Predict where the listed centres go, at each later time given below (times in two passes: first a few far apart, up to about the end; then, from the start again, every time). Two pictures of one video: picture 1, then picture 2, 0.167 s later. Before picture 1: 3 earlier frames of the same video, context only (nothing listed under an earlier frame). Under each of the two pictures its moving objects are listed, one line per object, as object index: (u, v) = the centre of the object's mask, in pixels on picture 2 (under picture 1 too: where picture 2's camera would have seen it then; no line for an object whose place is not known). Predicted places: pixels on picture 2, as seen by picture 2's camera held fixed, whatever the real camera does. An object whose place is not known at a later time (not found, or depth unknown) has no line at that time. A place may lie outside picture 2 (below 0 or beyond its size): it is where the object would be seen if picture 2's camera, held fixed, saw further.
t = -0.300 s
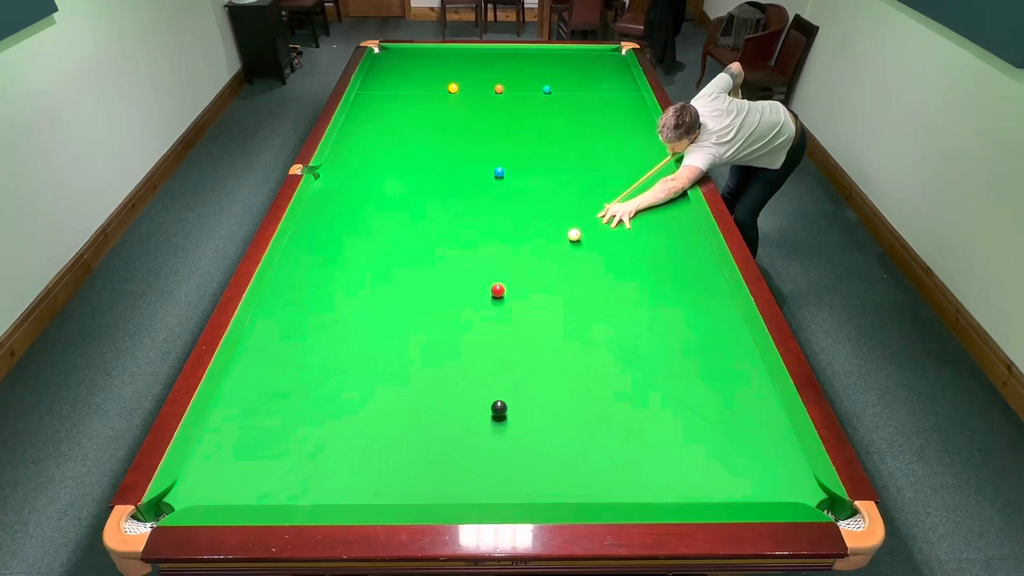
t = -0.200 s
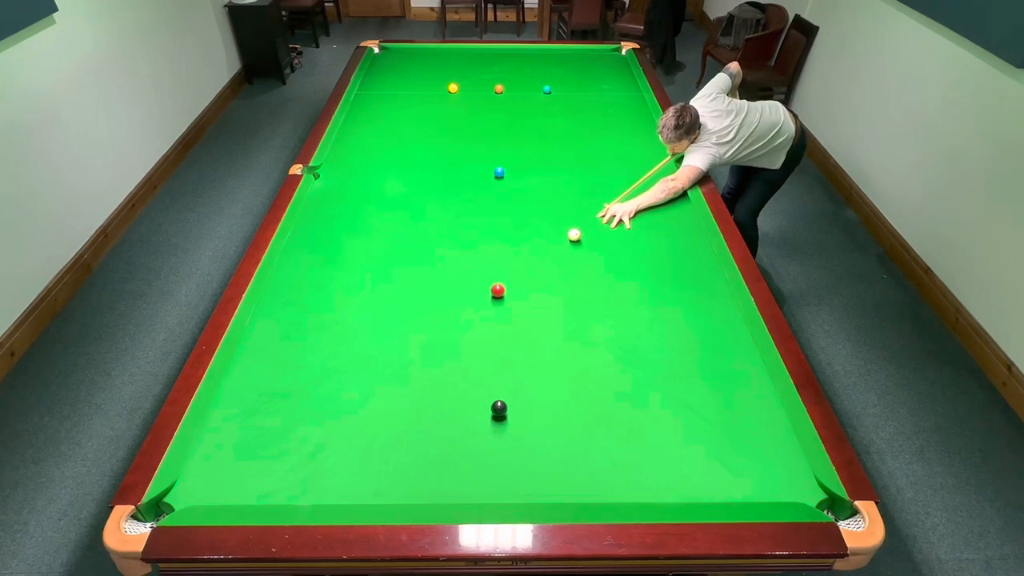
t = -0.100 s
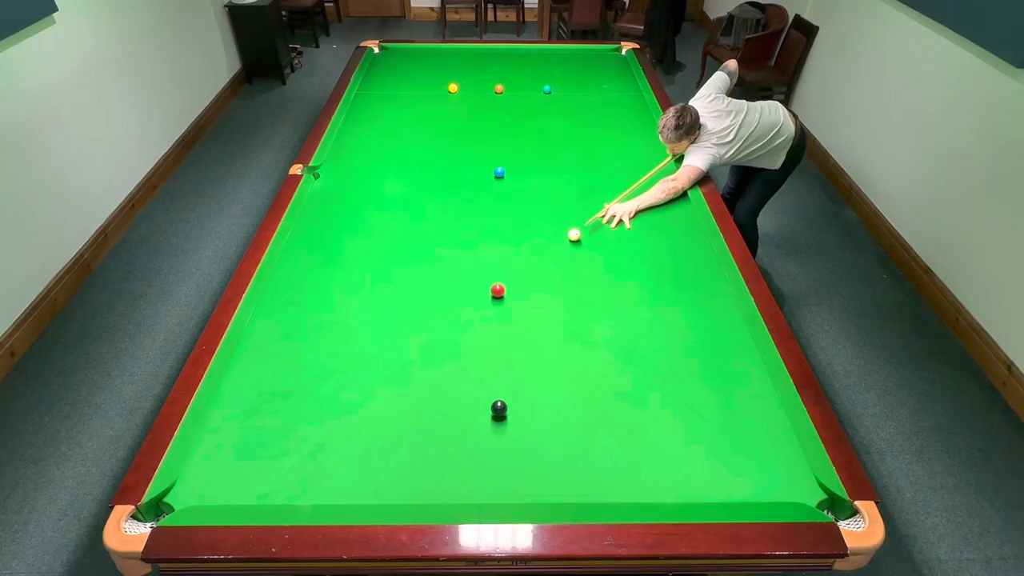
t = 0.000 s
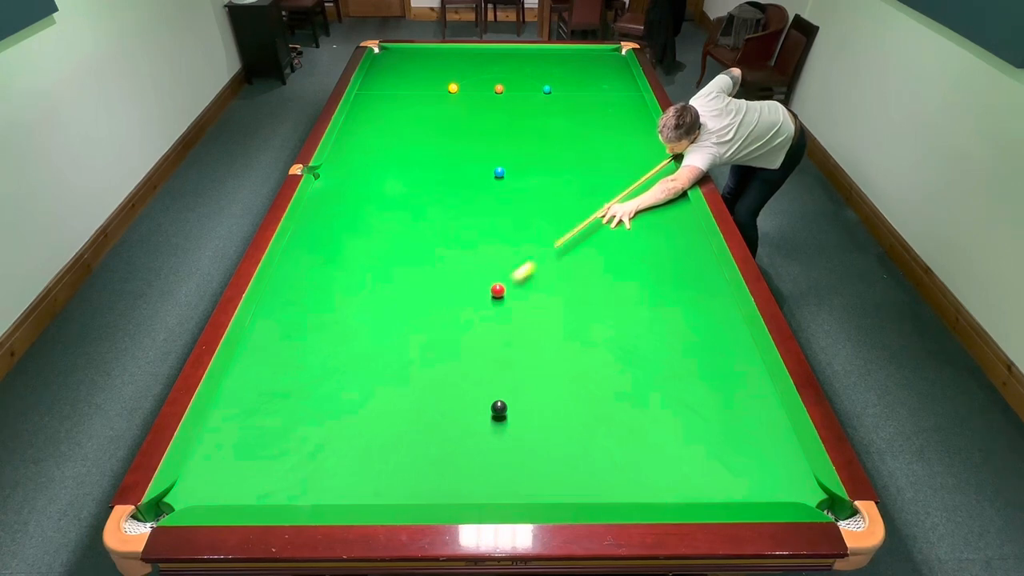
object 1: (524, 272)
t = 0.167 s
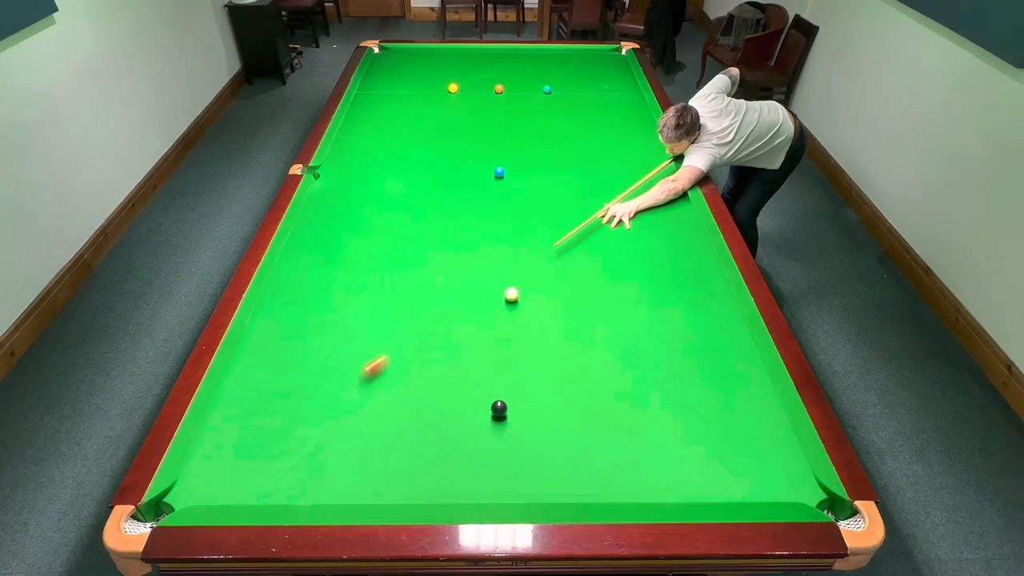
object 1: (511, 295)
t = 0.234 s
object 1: (511, 301)
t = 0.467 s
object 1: (497, 331)
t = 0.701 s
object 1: (463, 377)
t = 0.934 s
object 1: (422, 432)
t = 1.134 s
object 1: (380, 487)
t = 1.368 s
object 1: (354, 459)
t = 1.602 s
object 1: (333, 427)
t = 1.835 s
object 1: (313, 399)
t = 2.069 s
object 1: (297, 373)
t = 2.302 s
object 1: (282, 351)
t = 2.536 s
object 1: (268, 331)
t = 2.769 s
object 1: (264, 314)
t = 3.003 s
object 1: (280, 300)
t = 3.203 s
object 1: (292, 289)
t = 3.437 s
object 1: (305, 278)
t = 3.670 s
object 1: (316, 268)
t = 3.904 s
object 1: (327, 259)
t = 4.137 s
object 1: (336, 250)
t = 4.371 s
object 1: (344, 243)
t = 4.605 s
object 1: (351, 237)
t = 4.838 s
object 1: (358, 231)
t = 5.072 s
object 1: (363, 226)
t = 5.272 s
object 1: (368, 222)
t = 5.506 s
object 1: (372, 219)
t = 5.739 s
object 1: (376, 215)
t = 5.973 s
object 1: (378, 213)
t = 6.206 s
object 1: (381, 210)
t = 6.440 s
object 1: (382, 209)
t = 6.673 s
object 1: (383, 208)
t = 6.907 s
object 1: (384, 207)
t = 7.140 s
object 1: (384, 207)
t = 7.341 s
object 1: (384, 207)
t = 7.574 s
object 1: (384, 207)
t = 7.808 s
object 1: (384, 207)
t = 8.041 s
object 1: (384, 207)
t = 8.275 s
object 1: (384, 207)
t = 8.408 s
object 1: (384, 207)
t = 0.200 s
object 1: (511, 298)
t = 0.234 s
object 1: (511, 301)
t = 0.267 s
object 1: (510, 305)
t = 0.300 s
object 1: (509, 308)
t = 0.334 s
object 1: (507, 313)
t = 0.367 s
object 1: (505, 317)
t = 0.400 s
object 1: (503, 321)
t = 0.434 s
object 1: (500, 326)
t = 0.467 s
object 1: (497, 331)
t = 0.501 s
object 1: (493, 337)
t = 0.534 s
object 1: (489, 343)
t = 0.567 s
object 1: (484, 349)
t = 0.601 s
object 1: (479, 356)
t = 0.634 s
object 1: (474, 363)
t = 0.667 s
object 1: (468, 370)
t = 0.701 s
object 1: (463, 377)
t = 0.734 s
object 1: (458, 384)
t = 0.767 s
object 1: (452, 392)
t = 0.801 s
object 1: (446, 399)
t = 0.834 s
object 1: (440, 407)
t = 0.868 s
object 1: (434, 415)
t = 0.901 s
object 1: (428, 424)
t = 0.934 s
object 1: (422, 432)
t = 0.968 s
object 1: (415, 441)
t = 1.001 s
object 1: (409, 450)
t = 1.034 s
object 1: (402, 459)
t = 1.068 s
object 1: (395, 468)
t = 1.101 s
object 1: (388, 478)
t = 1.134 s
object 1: (380, 487)
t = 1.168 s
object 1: (374, 494)
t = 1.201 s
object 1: (369, 492)
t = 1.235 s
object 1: (366, 484)
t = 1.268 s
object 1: (363, 477)
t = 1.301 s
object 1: (360, 470)
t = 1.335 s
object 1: (357, 464)
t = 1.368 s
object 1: (354, 459)
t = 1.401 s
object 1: (350, 454)
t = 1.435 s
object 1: (347, 449)
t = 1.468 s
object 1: (344, 445)
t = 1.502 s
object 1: (341, 440)
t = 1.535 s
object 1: (338, 435)
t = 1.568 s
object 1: (335, 431)
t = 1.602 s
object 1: (333, 427)
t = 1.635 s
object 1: (330, 423)
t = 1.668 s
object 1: (327, 419)
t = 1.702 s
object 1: (324, 414)
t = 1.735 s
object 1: (322, 410)
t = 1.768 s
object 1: (319, 406)
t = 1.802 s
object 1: (316, 402)
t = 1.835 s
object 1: (313, 399)
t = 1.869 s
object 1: (311, 395)
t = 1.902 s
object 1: (309, 391)
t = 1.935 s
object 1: (306, 387)
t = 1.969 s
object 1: (304, 384)
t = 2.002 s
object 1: (302, 380)
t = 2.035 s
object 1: (299, 377)
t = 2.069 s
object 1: (297, 373)
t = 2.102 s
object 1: (295, 370)
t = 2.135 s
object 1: (293, 367)
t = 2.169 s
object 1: (290, 363)
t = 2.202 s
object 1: (288, 360)
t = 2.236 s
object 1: (286, 357)
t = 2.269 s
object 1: (284, 354)
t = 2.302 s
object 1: (282, 351)
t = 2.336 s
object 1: (280, 348)
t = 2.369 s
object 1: (278, 345)
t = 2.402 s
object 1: (276, 342)
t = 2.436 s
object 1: (274, 339)
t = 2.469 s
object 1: (272, 337)
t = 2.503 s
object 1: (270, 334)
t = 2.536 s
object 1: (268, 331)
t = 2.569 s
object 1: (267, 329)
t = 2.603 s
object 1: (265, 326)
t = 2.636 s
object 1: (263, 323)
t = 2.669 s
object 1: (261, 321)
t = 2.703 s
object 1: (260, 318)
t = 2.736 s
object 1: (261, 316)
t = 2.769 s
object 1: (264, 314)
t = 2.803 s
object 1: (266, 312)
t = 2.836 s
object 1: (269, 310)
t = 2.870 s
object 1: (271, 308)
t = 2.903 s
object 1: (274, 306)
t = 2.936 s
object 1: (276, 304)
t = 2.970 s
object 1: (278, 302)
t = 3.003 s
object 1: (280, 300)
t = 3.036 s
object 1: (282, 298)
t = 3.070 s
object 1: (284, 296)
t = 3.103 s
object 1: (286, 295)
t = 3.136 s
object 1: (288, 293)
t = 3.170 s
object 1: (290, 291)
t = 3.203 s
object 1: (292, 289)
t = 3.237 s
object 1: (294, 288)
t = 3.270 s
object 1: (296, 286)
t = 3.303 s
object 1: (298, 284)
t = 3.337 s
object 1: (300, 283)
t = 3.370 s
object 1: (301, 281)
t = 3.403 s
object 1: (303, 280)
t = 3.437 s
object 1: (305, 278)
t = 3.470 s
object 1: (307, 277)
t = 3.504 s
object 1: (309, 275)
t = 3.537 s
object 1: (310, 274)
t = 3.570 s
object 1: (312, 272)
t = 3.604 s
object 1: (314, 271)
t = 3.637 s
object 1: (315, 269)
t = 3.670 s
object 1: (316, 268)
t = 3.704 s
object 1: (318, 266)
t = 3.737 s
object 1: (320, 265)
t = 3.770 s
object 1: (321, 264)
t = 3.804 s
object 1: (323, 263)
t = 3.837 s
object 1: (324, 261)
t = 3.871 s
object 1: (326, 260)
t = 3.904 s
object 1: (327, 259)
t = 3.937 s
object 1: (328, 257)
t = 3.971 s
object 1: (330, 256)
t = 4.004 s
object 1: (331, 255)
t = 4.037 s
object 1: (332, 254)
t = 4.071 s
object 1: (333, 253)
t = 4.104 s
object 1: (335, 252)
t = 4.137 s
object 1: (336, 250)
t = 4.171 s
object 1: (337, 249)
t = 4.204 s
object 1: (338, 248)
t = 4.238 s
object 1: (339, 248)
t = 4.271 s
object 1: (341, 246)
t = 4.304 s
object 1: (342, 245)
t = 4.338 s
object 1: (343, 244)
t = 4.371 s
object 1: (344, 243)
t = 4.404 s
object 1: (345, 242)
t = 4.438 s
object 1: (346, 241)
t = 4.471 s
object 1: (347, 240)
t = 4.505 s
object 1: (348, 239)
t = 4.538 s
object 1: (349, 239)
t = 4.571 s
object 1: (350, 238)
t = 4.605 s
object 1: (351, 237)
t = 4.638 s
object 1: (352, 236)
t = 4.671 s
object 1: (353, 235)
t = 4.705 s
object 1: (354, 234)
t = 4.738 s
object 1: (355, 233)
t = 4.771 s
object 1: (356, 233)
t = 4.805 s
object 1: (357, 232)
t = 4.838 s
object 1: (358, 231)
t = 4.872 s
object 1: (358, 230)
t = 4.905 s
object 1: (359, 230)
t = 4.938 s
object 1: (360, 229)
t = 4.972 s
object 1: (361, 228)
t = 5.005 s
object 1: (362, 228)
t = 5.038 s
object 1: (363, 227)
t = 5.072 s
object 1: (363, 226)
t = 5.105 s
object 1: (364, 226)
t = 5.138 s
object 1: (365, 225)
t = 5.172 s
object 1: (366, 224)
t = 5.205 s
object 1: (366, 224)
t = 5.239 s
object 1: (367, 223)
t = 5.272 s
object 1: (368, 222)
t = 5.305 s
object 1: (368, 222)
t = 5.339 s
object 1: (369, 221)
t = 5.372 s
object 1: (369, 221)
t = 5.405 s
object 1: (370, 220)
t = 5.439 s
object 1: (371, 220)
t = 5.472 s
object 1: (371, 219)
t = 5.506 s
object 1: (372, 219)
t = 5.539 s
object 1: (372, 218)
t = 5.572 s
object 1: (373, 218)
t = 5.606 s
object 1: (374, 217)
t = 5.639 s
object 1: (374, 217)
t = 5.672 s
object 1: (375, 216)
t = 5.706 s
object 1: (375, 216)
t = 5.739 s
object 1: (376, 215)
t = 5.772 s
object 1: (376, 215)
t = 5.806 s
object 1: (376, 215)
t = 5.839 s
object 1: (377, 214)
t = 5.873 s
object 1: (377, 214)
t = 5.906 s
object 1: (378, 214)
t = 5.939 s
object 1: (378, 213)
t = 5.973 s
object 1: (378, 213)
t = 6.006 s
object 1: (379, 212)
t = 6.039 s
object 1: (379, 212)
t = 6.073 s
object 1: (379, 212)
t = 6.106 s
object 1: (380, 211)
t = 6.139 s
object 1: (380, 211)
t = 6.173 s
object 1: (380, 211)
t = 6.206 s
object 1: (381, 210)
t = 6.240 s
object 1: (381, 210)
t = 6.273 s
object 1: (381, 210)
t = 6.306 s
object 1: (381, 210)
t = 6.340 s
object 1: (382, 210)
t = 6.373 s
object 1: (382, 209)
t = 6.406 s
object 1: (382, 209)
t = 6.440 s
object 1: (382, 209)
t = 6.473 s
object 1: (382, 209)
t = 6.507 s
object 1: (382, 209)
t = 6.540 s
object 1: (383, 208)
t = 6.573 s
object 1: (383, 208)
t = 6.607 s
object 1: (383, 208)
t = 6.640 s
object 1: (383, 208)
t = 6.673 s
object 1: (383, 208)
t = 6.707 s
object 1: (383, 208)
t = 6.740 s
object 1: (383, 208)
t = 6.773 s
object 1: (384, 207)
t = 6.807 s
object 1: (384, 207)
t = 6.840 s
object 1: (384, 207)
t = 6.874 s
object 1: (384, 207)
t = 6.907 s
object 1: (384, 207)
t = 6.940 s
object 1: (384, 207)
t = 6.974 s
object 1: (384, 207)
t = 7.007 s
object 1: (384, 207)
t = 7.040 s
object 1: (384, 207)
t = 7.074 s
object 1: (384, 207)
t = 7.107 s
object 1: (384, 207)
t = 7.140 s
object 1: (384, 207)
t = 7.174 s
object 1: (384, 207)
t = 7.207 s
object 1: (384, 207)
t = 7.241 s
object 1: (384, 207)
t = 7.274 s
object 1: (384, 207)
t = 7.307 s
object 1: (384, 207)
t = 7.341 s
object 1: (384, 207)
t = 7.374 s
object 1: (384, 207)
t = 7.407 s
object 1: (384, 207)
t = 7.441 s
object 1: (384, 207)
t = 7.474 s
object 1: (384, 207)
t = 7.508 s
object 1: (384, 207)
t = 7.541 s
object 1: (384, 207)
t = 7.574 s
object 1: (384, 207)
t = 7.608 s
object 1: (384, 207)
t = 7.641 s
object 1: (384, 207)
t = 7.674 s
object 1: (384, 207)
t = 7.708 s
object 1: (384, 207)
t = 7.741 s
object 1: (384, 207)
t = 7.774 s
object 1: (384, 207)
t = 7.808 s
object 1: (384, 207)
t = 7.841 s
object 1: (384, 207)
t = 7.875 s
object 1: (384, 207)
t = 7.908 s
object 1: (384, 207)
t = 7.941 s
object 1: (384, 207)
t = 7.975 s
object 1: (384, 207)
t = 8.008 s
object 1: (384, 207)
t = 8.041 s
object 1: (384, 207)
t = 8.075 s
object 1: (384, 207)
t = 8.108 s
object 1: (384, 207)
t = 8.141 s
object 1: (384, 207)
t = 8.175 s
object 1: (384, 207)
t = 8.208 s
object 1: (384, 207)
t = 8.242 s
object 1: (384, 207)
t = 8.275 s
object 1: (384, 207)
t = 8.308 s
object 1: (384, 207)
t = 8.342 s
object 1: (384, 207)
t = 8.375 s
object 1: (384, 207)
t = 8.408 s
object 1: (384, 207)
